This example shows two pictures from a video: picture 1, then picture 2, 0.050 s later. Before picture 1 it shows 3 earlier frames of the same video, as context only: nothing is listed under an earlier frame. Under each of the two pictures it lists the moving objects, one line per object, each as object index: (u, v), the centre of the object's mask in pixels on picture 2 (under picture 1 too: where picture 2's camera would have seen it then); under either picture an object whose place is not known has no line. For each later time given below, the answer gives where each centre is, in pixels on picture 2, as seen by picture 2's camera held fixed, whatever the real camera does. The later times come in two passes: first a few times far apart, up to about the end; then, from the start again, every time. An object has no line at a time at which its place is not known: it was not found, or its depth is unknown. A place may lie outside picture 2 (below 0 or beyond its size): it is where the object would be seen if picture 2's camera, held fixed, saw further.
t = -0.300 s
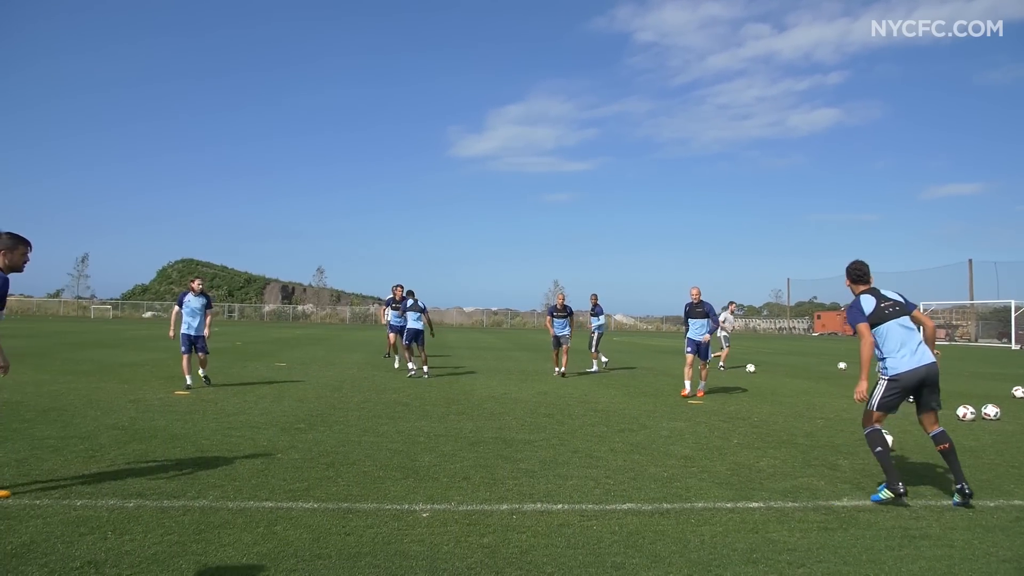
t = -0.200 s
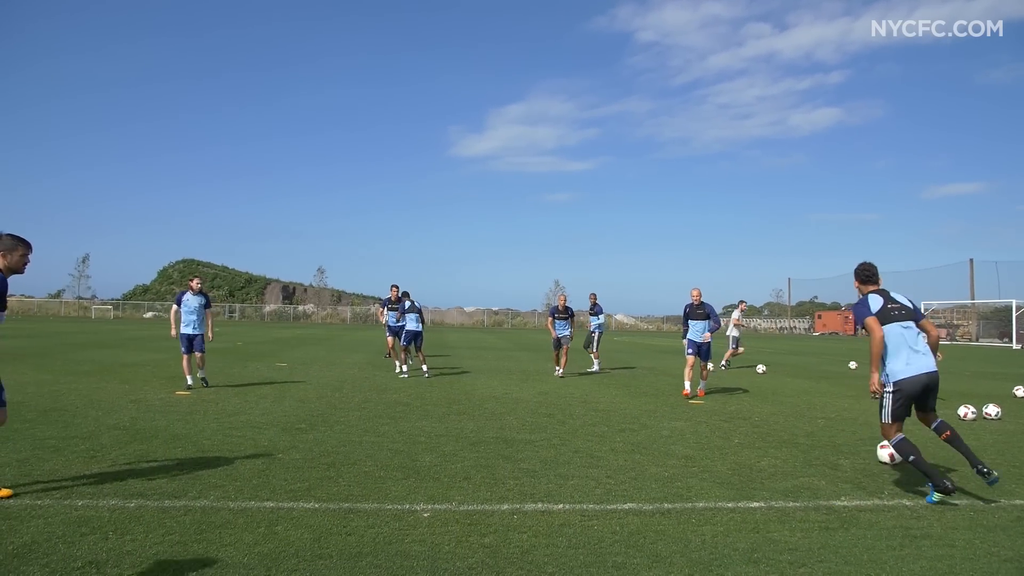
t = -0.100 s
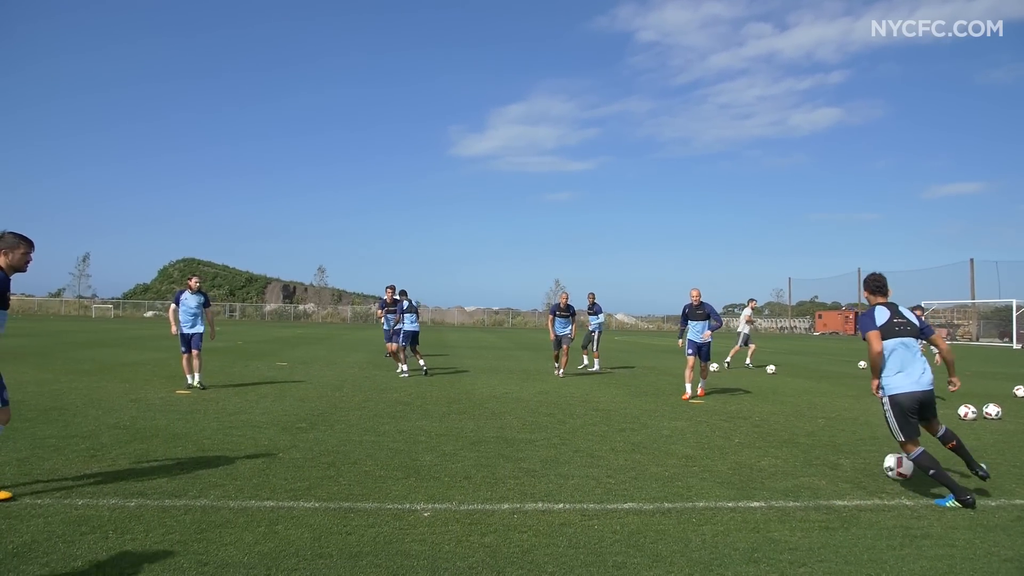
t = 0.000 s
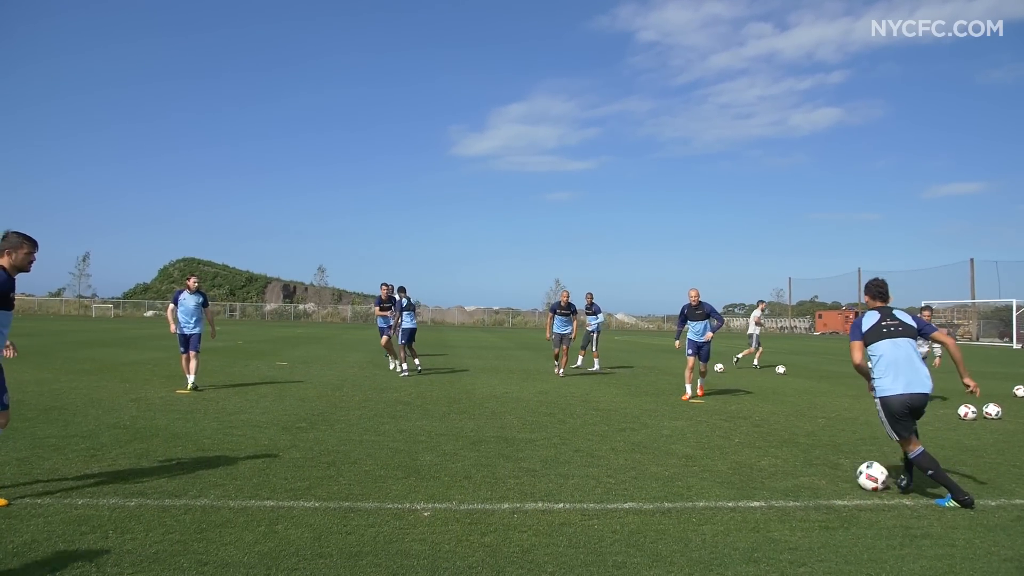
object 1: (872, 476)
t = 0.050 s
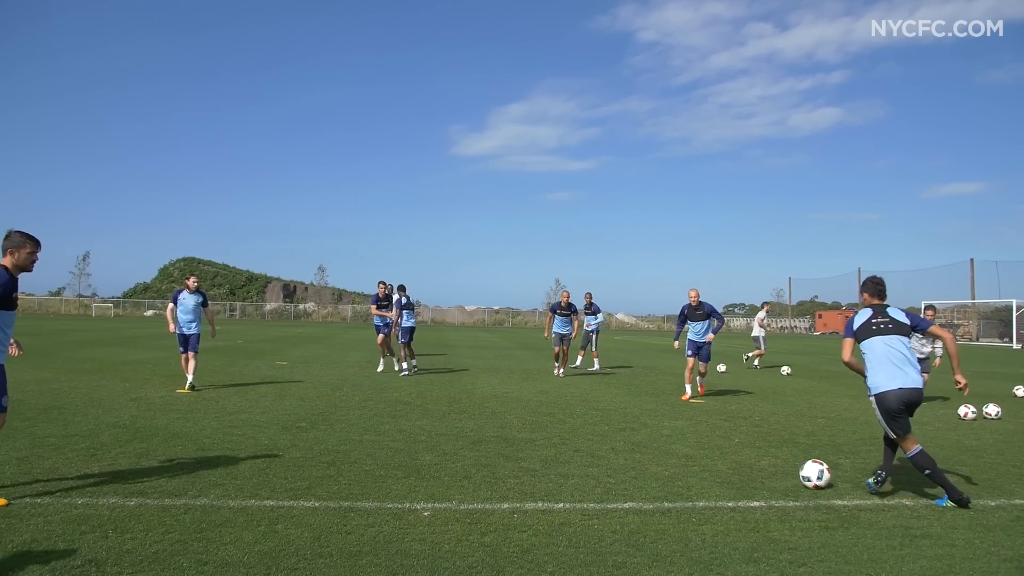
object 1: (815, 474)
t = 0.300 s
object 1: (555, 470)
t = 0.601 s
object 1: (318, 465)
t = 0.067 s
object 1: (796, 474)
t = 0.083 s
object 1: (778, 473)
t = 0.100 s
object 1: (760, 472)
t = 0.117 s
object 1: (742, 473)
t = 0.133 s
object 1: (723, 473)
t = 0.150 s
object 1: (705, 473)
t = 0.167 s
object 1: (687, 474)
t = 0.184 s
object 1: (670, 473)
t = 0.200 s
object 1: (653, 472)
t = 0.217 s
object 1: (636, 471)
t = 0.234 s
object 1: (620, 470)
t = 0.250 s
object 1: (604, 469)
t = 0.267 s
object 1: (587, 469)
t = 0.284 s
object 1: (571, 469)
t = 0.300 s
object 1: (555, 470)
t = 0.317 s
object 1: (538, 470)
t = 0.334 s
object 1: (522, 471)
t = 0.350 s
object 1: (508, 470)
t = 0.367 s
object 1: (494, 469)
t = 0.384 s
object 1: (480, 468)
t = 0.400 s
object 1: (466, 468)
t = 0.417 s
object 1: (452, 468)
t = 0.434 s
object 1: (438, 468)
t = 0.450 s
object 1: (424, 468)
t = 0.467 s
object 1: (410, 469)
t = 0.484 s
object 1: (398, 468)
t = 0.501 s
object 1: (387, 467)
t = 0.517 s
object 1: (375, 466)
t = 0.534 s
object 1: (364, 465)
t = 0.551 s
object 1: (352, 464)
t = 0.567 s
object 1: (341, 464)
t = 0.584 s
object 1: (329, 465)
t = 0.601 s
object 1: (318, 465)
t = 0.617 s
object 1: (306, 466)
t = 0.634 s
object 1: (295, 467)
